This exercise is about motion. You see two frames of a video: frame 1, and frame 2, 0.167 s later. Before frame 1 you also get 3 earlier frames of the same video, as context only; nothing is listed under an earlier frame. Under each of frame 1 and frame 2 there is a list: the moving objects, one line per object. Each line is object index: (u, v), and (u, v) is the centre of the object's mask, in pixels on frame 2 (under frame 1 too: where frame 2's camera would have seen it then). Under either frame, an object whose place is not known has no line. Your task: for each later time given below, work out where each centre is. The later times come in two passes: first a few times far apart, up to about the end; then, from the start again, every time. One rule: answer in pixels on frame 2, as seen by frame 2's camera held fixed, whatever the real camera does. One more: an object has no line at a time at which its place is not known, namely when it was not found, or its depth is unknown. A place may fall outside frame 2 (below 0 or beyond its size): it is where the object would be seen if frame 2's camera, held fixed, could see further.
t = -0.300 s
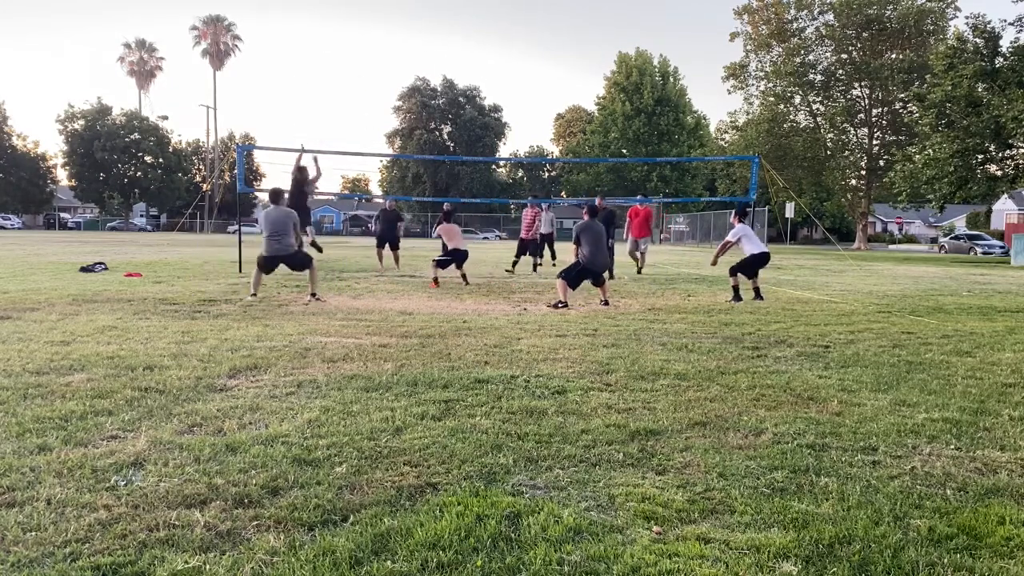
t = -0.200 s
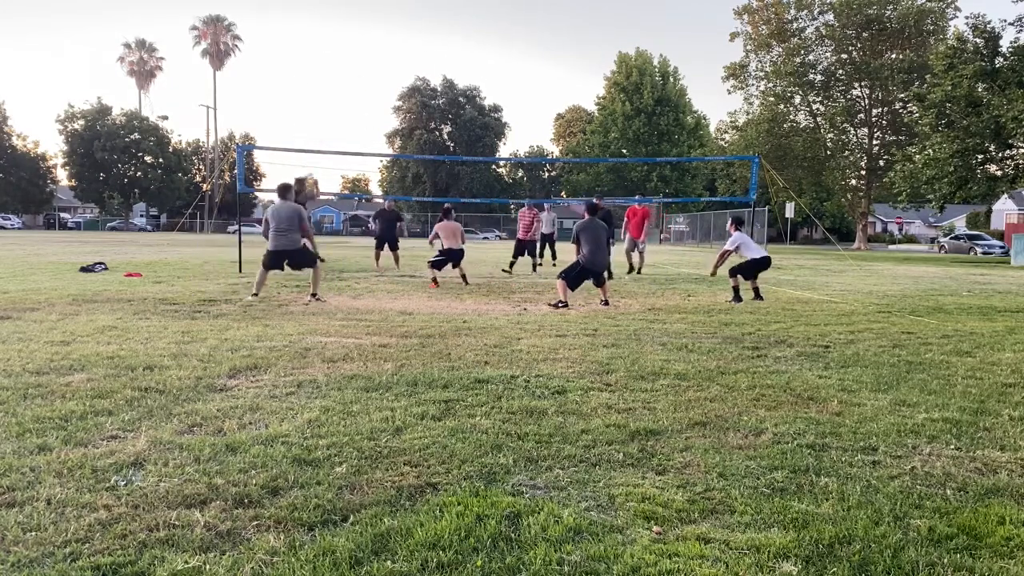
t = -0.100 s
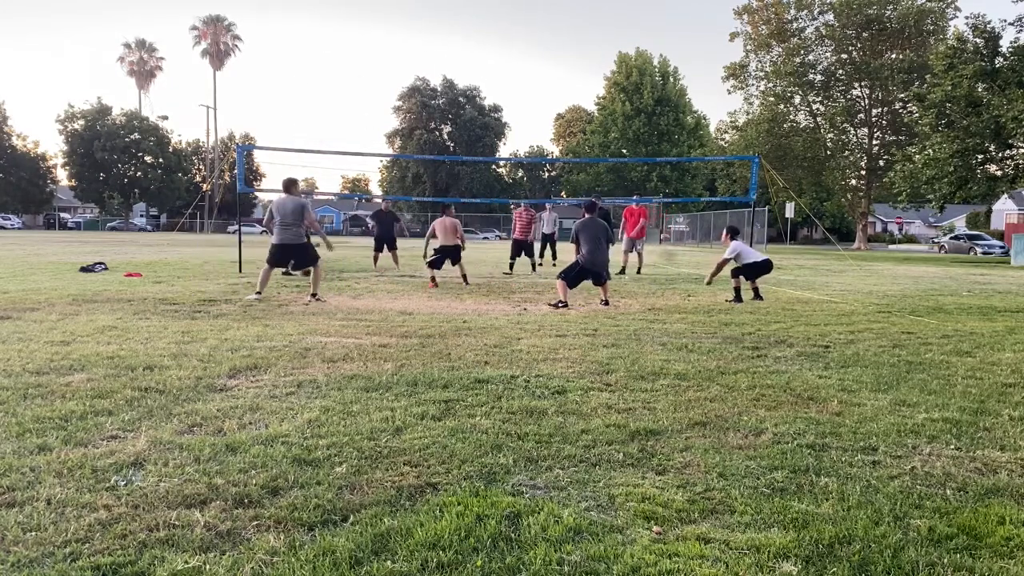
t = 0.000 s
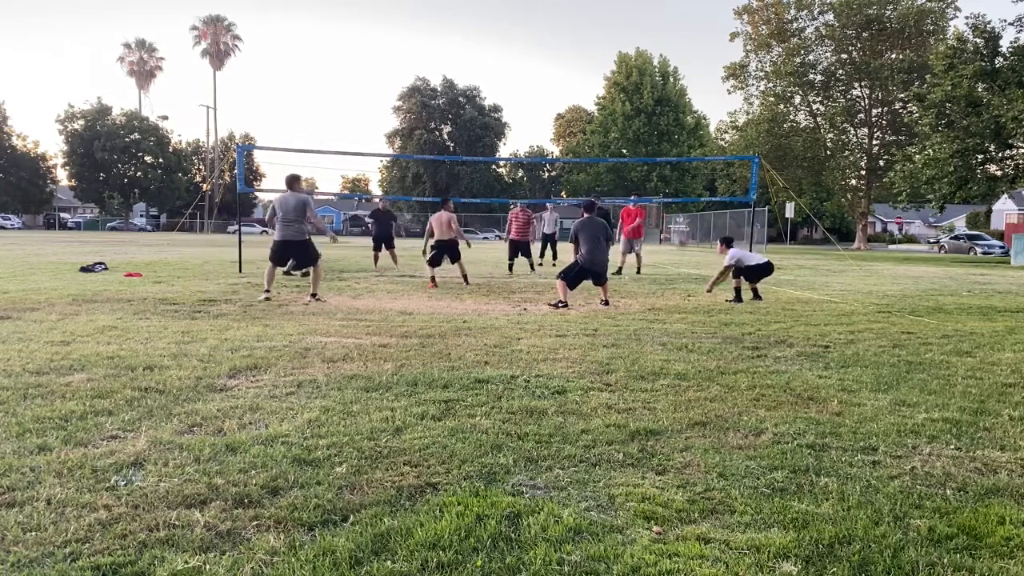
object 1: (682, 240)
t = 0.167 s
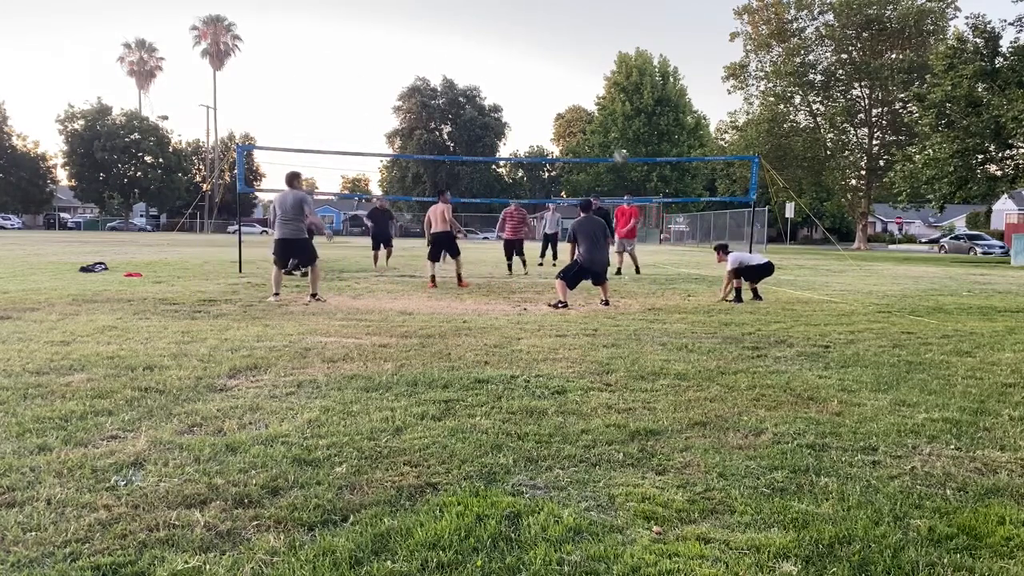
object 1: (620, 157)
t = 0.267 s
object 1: (590, 118)
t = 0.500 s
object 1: (517, 54)
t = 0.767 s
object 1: (440, 29)
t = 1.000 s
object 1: (379, 42)
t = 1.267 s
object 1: (313, 96)
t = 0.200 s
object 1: (608, 144)
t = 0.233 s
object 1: (597, 133)
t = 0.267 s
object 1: (590, 118)
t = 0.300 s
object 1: (579, 107)
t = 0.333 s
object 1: (567, 95)
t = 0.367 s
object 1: (557, 85)
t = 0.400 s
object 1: (546, 76)
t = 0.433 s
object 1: (536, 68)
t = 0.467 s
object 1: (526, 60)
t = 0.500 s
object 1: (517, 54)
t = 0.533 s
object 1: (507, 48)
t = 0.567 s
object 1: (497, 43)
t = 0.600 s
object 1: (487, 39)
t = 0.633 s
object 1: (478, 35)
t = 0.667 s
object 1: (468, 33)
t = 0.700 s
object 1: (459, 31)
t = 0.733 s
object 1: (450, 29)
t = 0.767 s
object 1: (440, 29)
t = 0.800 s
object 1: (431, 29)
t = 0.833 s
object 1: (422, 29)
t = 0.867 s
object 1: (414, 30)
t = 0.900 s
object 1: (405, 33)
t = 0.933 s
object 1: (396, 35)
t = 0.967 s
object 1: (387, 38)
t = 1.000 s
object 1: (379, 42)
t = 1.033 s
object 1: (370, 47)
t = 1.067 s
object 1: (362, 52)
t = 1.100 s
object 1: (353, 58)
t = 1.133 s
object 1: (345, 65)
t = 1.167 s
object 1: (337, 72)
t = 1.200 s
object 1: (329, 79)
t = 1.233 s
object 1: (321, 88)
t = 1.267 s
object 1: (313, 96)
